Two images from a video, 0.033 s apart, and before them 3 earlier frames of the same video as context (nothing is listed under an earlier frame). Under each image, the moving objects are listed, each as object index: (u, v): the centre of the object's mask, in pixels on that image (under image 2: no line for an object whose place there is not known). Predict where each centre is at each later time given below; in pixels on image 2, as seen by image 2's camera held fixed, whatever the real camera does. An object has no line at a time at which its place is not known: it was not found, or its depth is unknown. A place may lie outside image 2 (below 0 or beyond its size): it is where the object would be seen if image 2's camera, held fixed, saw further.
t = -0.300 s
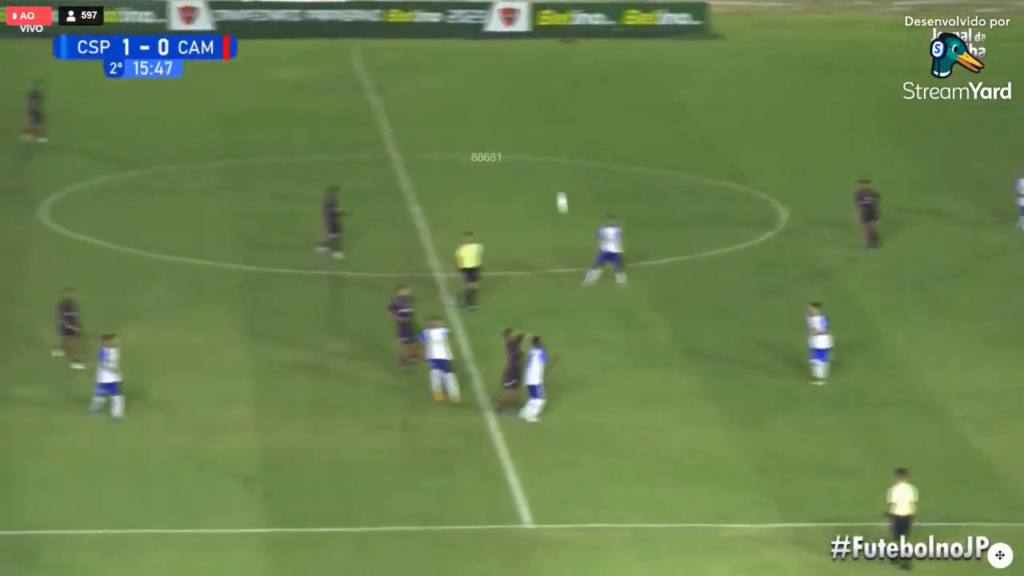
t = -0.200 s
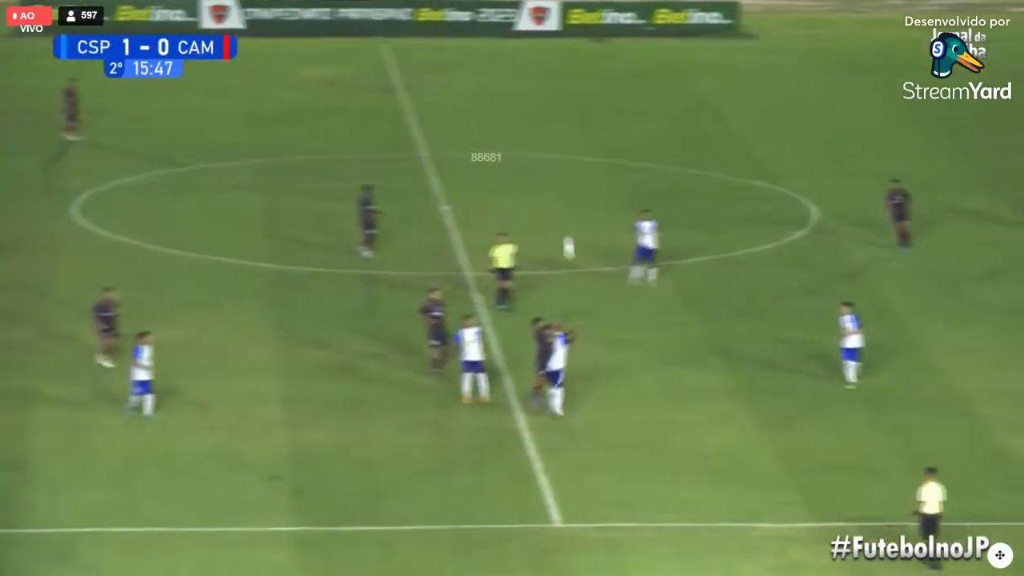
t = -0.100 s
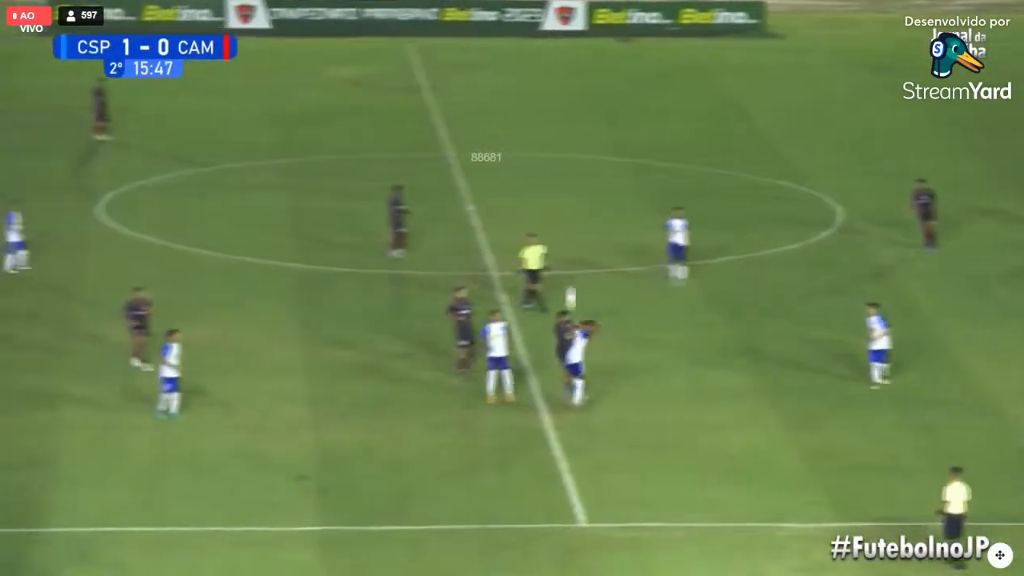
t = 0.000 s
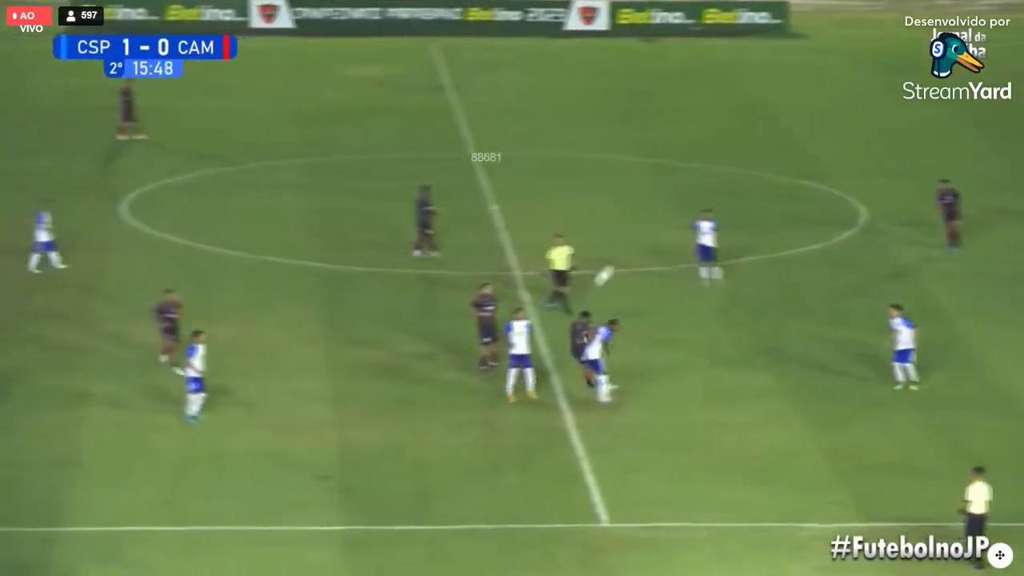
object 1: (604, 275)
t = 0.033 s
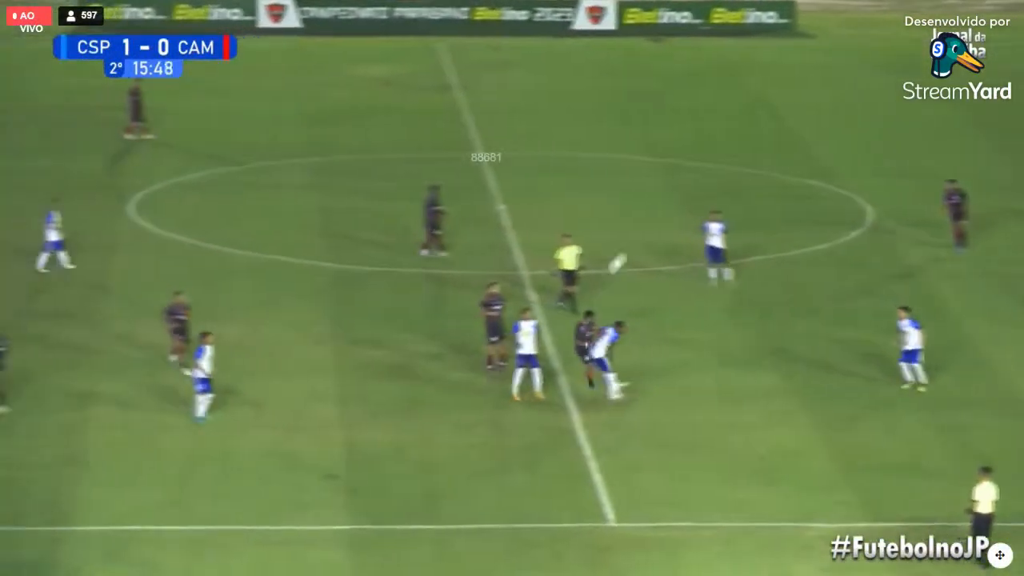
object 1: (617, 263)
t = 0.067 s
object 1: (622, 251)
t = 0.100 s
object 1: (630, 240)
